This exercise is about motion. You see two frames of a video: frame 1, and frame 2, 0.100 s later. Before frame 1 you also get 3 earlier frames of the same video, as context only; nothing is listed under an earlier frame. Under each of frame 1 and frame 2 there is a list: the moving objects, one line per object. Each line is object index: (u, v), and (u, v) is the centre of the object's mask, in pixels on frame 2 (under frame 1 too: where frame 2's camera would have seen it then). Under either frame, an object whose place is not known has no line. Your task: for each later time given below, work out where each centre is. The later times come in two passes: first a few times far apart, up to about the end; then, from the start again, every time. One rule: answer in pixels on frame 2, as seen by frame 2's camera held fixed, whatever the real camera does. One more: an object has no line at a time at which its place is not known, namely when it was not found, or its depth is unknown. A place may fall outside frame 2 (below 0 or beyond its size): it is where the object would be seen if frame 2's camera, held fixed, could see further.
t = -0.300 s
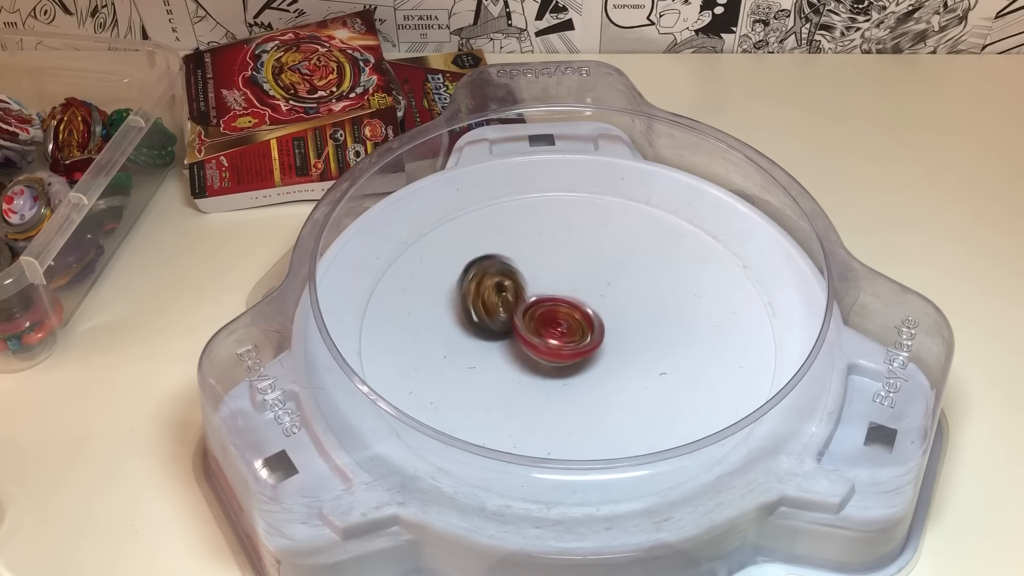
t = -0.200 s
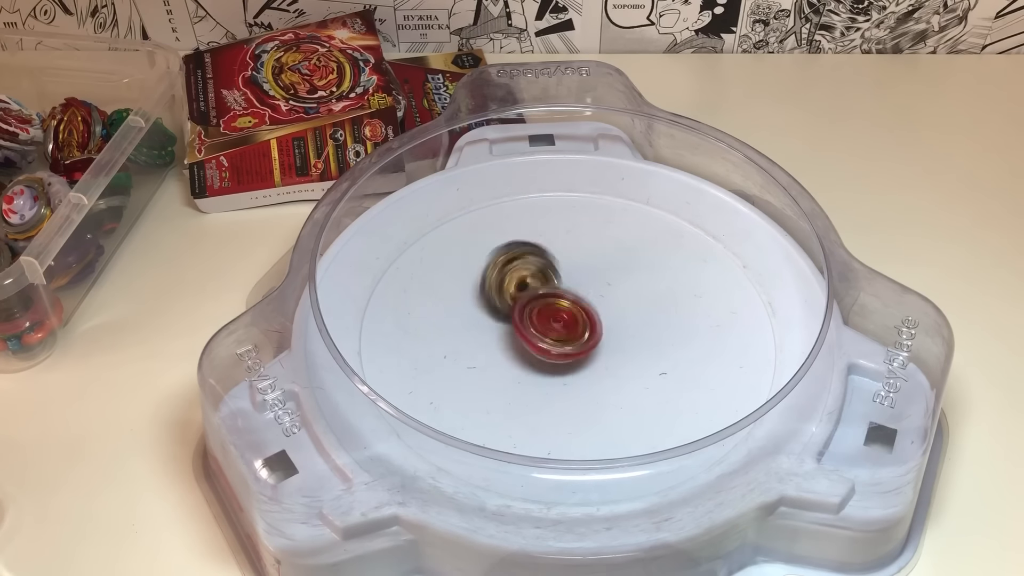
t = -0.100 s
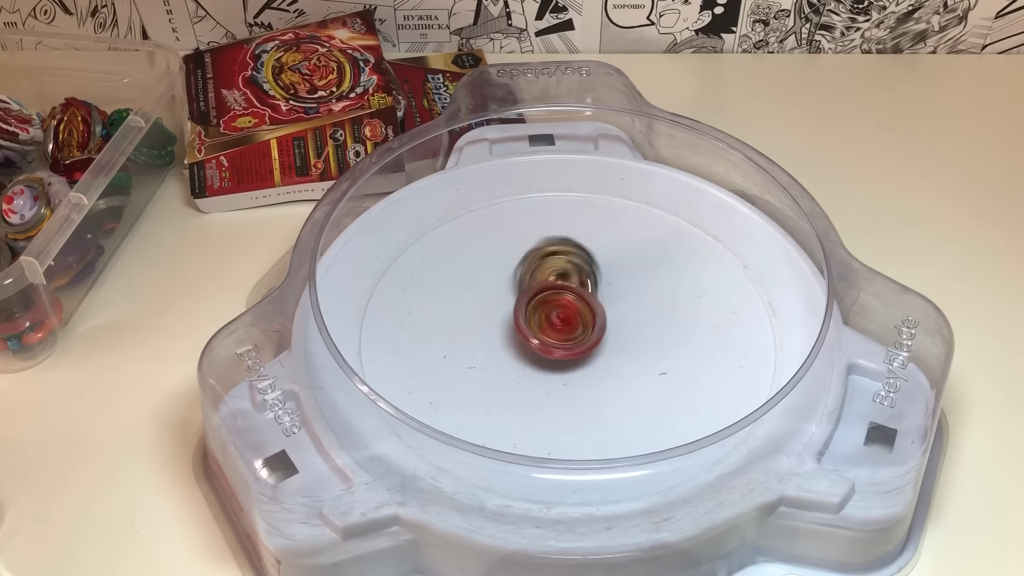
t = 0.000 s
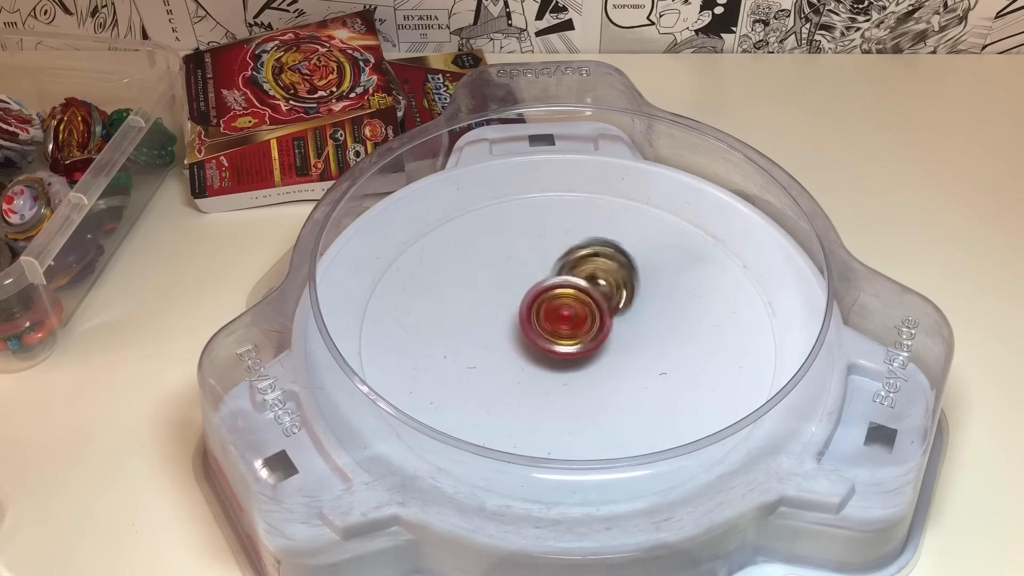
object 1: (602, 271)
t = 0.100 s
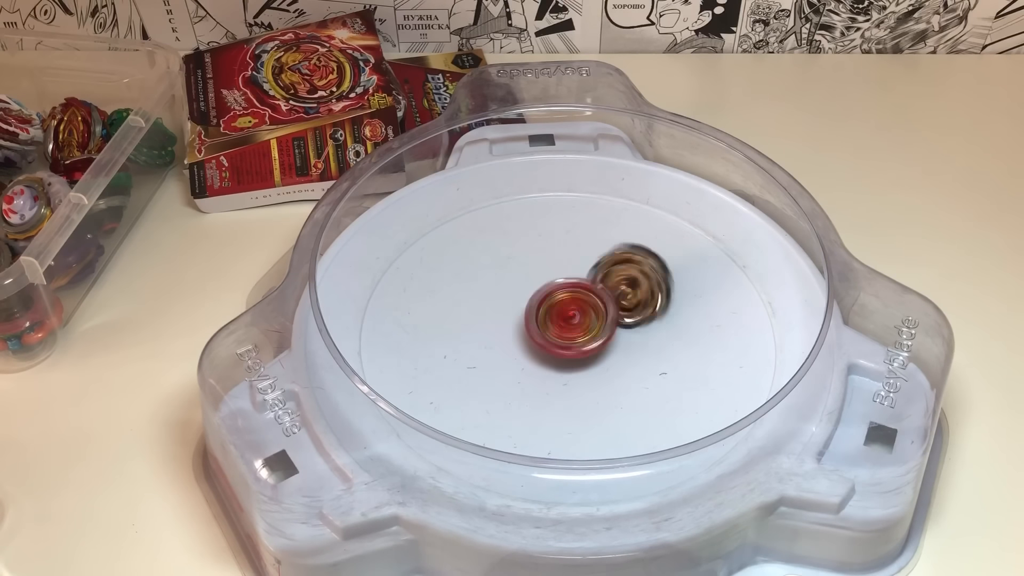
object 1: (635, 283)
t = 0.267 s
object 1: (665, 303)
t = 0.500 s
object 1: (660, 337)
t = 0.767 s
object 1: (637, 361)
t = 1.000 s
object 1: (643, 348)
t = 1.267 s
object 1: (636, 354)
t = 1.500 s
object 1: (637, 350)
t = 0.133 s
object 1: (643, 287)
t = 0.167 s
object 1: (649, 291)
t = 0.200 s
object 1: (655, 295)
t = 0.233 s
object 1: (660, 299)
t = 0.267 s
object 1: (665, 303)
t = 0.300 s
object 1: (667, 307)
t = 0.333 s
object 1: (669, 311)
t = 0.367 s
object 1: (669, 316)
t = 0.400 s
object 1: (668, 322)
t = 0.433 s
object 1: (666, 327)
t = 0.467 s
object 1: (663, 332)
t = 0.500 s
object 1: (660, 337)
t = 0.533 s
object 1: (657, 343)
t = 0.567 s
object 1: (652, 348)
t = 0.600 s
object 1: (648, 352)
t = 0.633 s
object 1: (645, 356)
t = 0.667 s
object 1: (641, 359)
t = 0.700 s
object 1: (639, 361)
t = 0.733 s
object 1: (638, 361)
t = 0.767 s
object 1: (637, 361)
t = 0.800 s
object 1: (637, 359)
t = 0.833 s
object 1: (638, 357)
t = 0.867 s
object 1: (638, 355)
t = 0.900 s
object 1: (640, 353)
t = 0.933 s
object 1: (641, 351)
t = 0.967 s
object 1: (642, 349)
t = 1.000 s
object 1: (643, 348)
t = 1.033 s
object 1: (644, 347)
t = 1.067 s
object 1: (643, 348)
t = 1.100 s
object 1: (642, 348)
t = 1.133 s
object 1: (641, 349)
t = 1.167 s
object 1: (639, 351)
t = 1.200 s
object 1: (639, 350)
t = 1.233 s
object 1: (637, 352)
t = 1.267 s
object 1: (636, 354)
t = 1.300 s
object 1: (636, 355)
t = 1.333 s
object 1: (636, 354)
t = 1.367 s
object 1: (636, 354)
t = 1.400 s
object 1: (636, 354)
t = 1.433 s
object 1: (636, 354)
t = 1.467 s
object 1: (637, 351)
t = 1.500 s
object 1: (637, 350)
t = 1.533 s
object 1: (638, 349)
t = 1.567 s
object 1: (638, 350)
